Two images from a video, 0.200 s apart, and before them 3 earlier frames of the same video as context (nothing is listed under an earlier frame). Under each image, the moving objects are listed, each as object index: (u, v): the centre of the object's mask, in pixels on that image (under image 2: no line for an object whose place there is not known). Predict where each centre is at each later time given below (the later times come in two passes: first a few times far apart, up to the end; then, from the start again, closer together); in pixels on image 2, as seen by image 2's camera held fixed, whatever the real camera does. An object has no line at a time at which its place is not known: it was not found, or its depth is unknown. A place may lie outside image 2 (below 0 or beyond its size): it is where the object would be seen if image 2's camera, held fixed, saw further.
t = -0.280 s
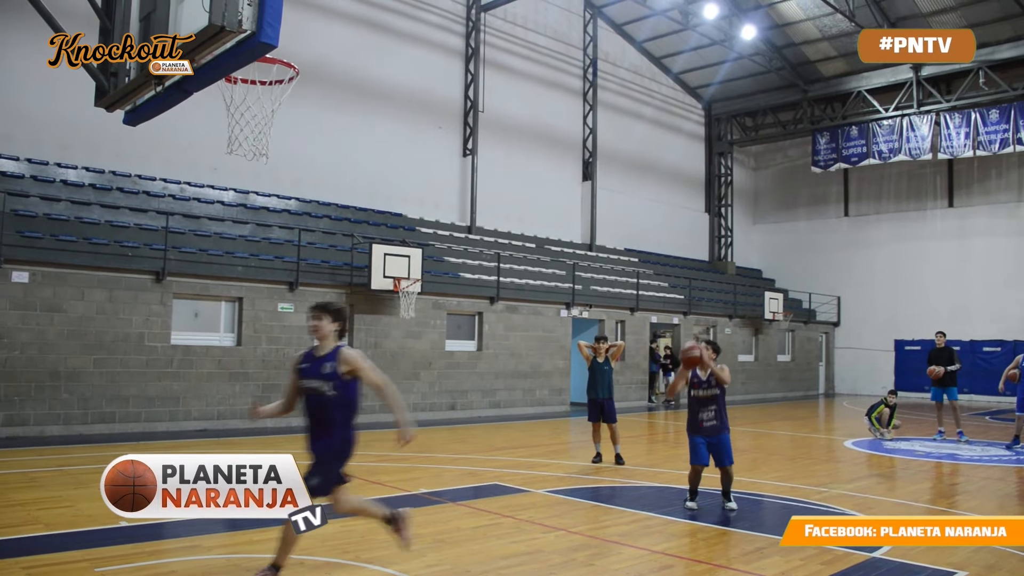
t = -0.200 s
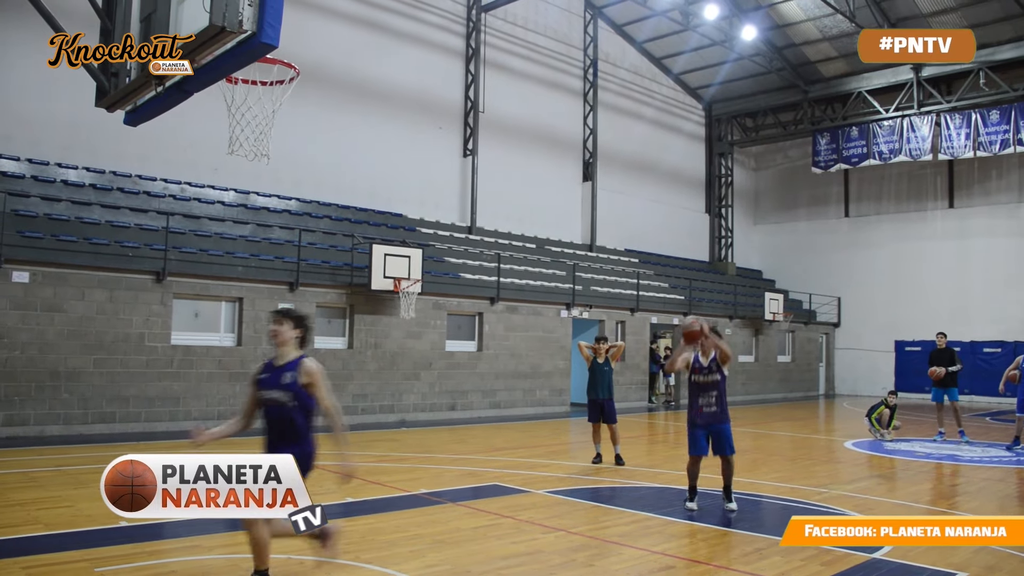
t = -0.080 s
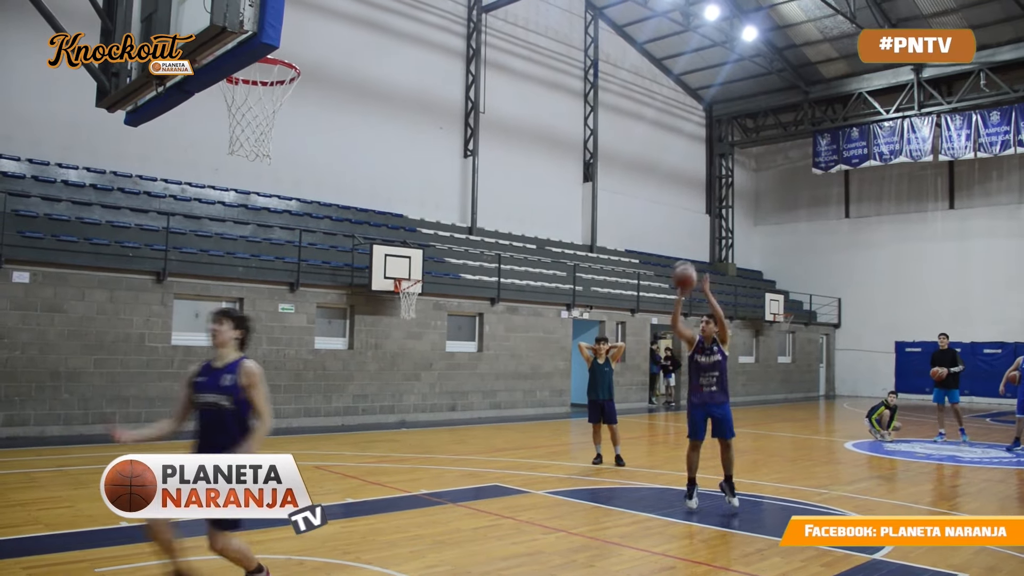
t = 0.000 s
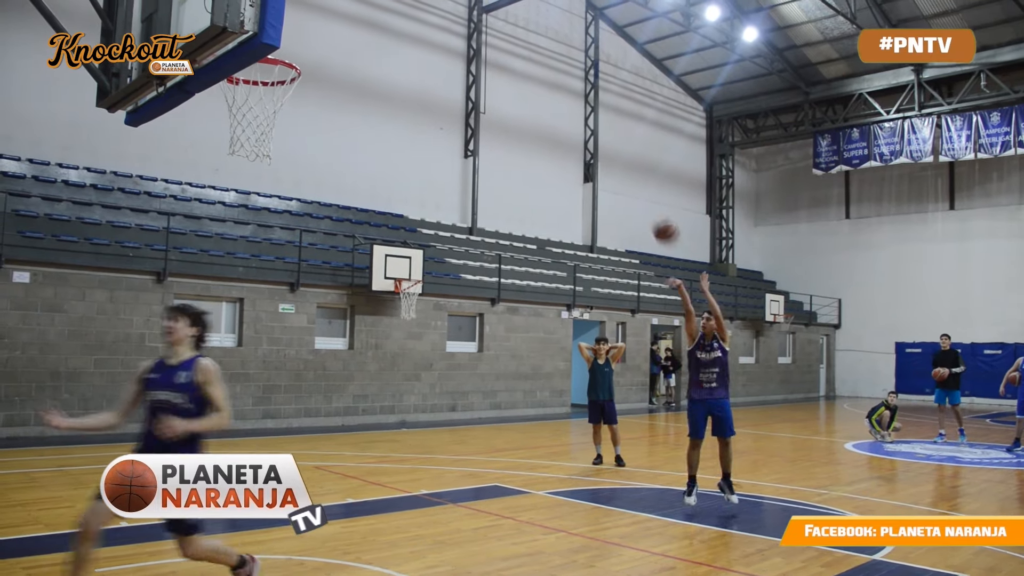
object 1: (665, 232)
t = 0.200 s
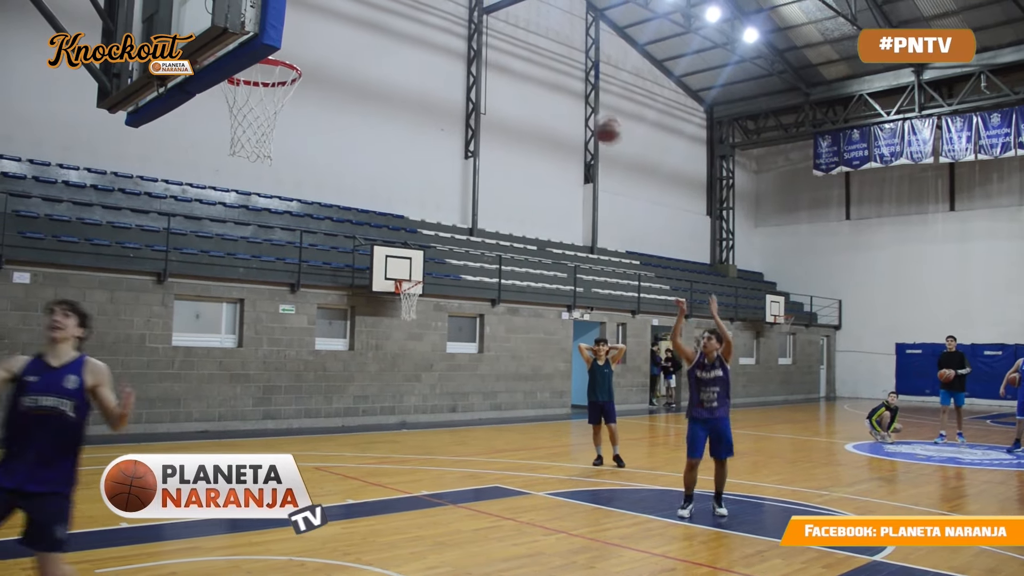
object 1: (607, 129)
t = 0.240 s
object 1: (594, 113)
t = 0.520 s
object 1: (490, 36)
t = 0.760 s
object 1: (377, 43)
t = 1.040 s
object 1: (378, 170)
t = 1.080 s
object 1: (395, 195)
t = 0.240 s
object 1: (594, 113)
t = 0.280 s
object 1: (582, 97)
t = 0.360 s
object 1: (553, 70)
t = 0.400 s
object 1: (538, 60)
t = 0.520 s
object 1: (490, 36)
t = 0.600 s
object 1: (458, 30)
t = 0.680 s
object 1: (417, 33)
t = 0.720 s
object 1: (398, 37)
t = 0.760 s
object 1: (377, 43)
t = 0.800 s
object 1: (355, 54)
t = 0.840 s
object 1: (331, 68)
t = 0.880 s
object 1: (311, 84)
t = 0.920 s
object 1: (323, 101)
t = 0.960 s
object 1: (343, 122)
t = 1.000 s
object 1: (361, 146)
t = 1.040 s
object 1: (378, 170)
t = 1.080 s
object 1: (395, 195)
